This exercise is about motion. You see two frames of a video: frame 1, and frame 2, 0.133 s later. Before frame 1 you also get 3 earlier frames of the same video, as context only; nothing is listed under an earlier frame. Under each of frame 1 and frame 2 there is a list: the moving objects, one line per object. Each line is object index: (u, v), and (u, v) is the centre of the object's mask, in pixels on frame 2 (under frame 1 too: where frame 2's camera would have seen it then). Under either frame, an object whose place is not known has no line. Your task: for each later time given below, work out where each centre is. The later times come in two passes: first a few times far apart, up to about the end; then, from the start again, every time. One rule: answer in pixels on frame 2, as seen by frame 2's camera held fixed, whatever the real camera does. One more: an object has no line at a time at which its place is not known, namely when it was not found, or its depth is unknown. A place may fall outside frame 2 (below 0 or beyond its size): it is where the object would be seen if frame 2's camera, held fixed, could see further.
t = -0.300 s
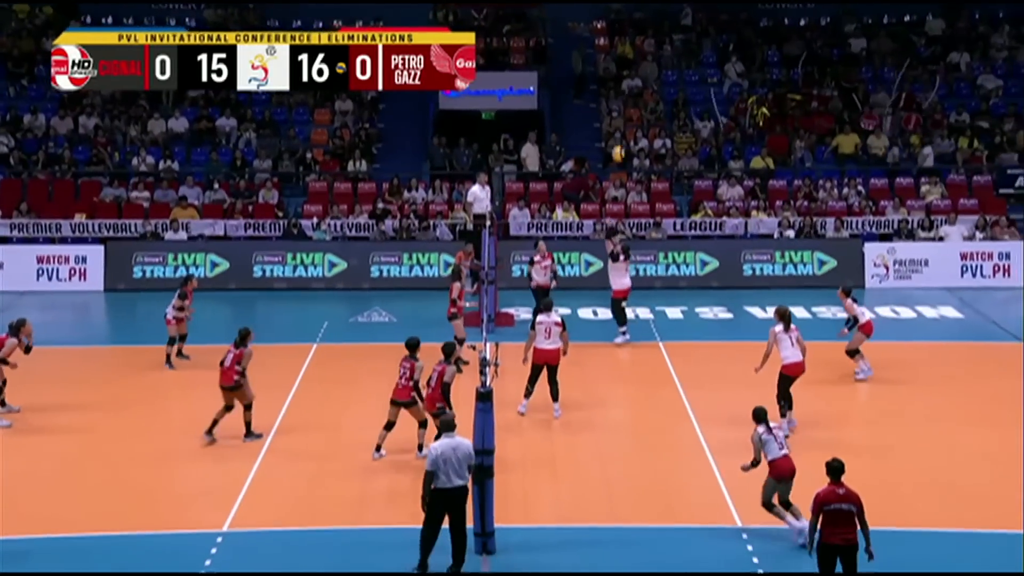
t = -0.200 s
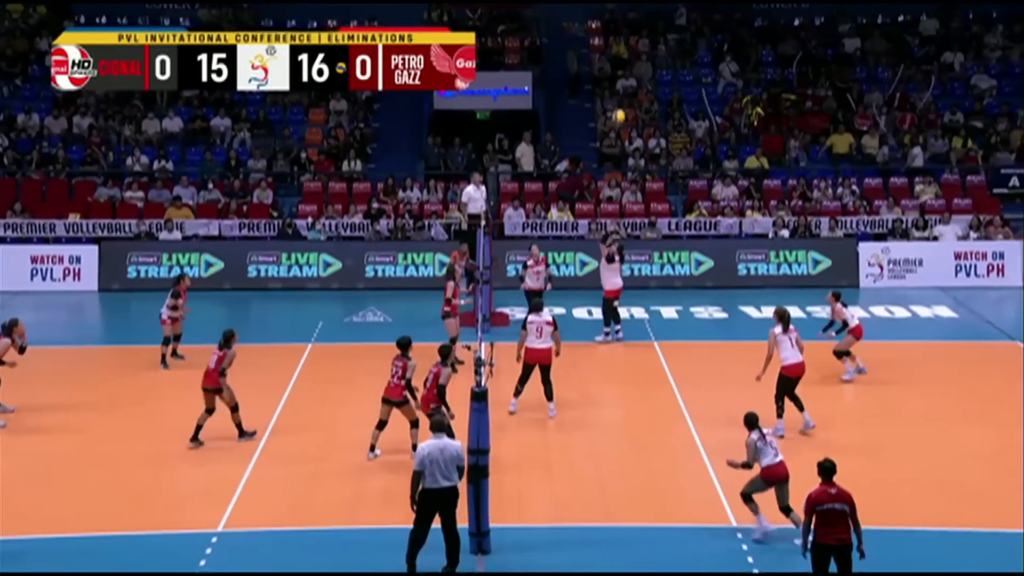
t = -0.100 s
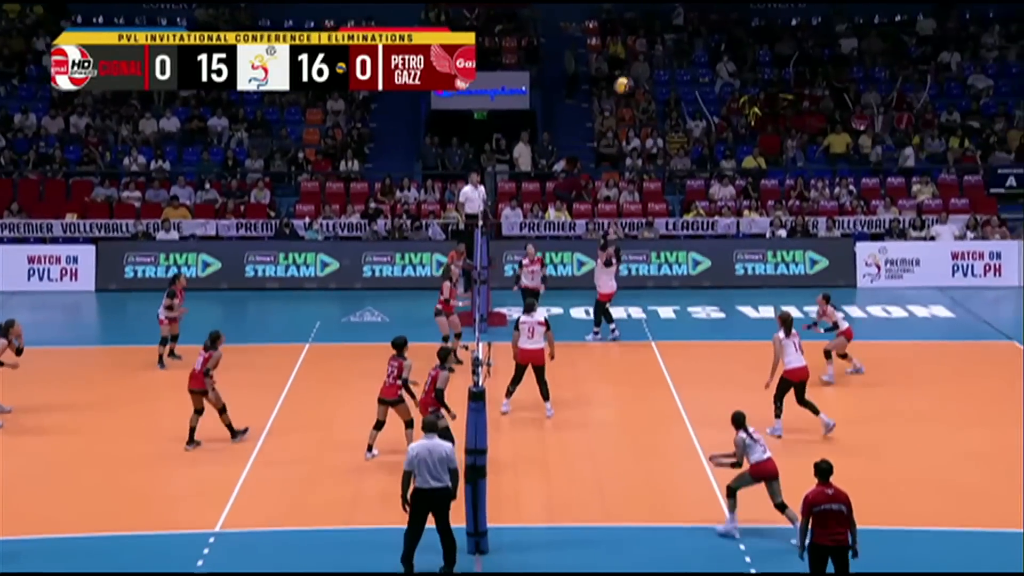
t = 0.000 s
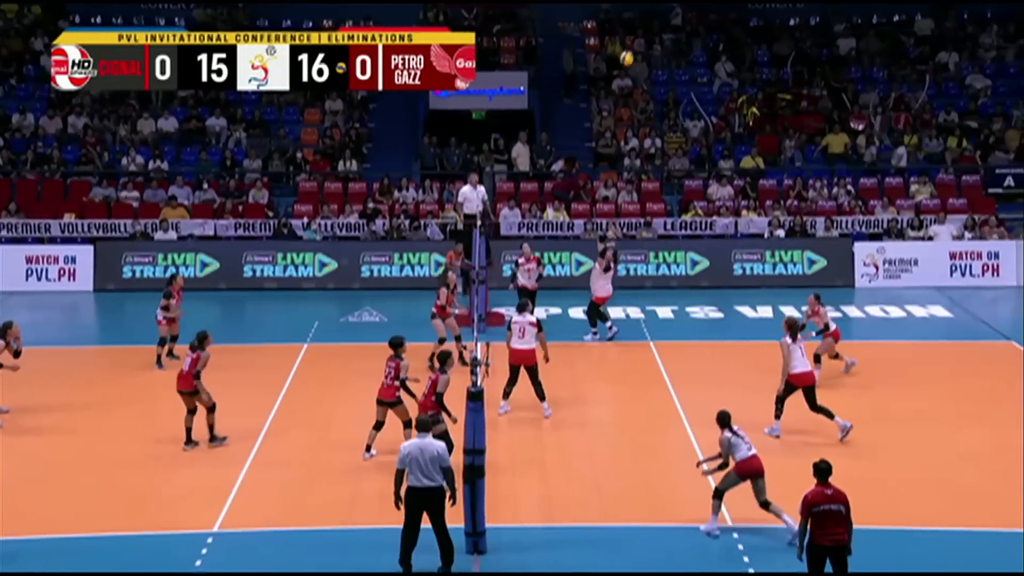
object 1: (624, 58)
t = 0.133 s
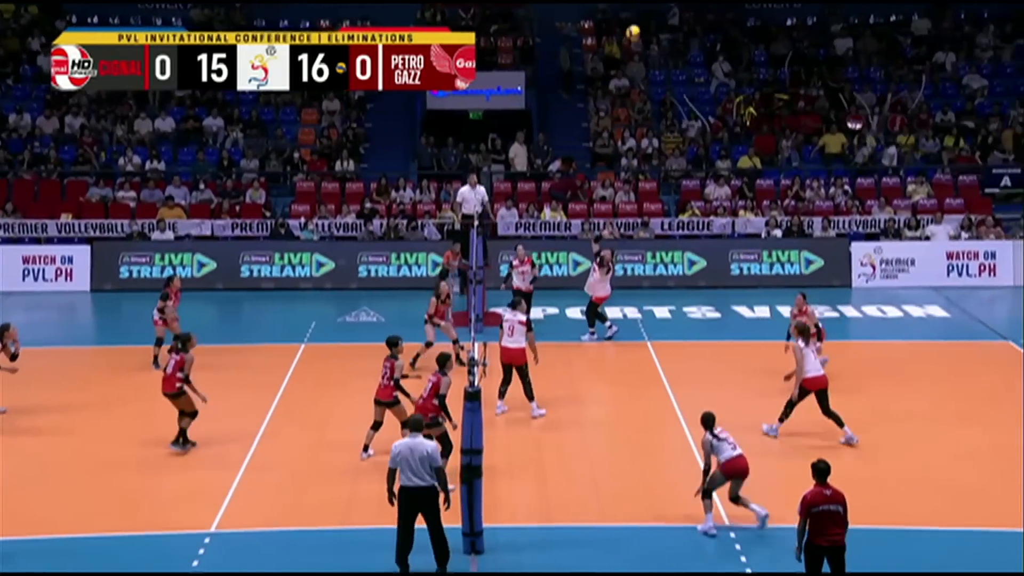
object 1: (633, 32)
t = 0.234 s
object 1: (640, 21)
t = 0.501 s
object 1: (657, 22)
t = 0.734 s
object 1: (671, 65)
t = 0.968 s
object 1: (682, 146)
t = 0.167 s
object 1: (635, 28)
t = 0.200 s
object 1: (637, 23)
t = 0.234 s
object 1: (640, 21)
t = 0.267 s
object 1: (642, 18)
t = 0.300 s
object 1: (644, 16)
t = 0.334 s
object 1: (646, 15)
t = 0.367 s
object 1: (649, 15)
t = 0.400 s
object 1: (651, 16)
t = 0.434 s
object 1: (653, 17)
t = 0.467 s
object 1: (655, 19)
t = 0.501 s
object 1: (657, 22)
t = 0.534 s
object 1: (659, 26)
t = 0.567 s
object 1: (661, 30)
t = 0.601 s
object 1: (663, 36)
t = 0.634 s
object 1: (665, 42)
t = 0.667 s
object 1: (667, 49)
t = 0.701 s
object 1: (669, 56)
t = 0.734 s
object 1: (671, 65)
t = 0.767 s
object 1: (673, 74)
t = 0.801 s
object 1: (674, 85)
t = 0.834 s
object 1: (676, 95)
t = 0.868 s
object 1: (678, 106)
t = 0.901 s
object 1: (679, 119)
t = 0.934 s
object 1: (681, 132)
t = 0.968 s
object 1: (682, 146)
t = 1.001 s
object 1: (684, 161)
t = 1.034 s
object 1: (685, 175)
